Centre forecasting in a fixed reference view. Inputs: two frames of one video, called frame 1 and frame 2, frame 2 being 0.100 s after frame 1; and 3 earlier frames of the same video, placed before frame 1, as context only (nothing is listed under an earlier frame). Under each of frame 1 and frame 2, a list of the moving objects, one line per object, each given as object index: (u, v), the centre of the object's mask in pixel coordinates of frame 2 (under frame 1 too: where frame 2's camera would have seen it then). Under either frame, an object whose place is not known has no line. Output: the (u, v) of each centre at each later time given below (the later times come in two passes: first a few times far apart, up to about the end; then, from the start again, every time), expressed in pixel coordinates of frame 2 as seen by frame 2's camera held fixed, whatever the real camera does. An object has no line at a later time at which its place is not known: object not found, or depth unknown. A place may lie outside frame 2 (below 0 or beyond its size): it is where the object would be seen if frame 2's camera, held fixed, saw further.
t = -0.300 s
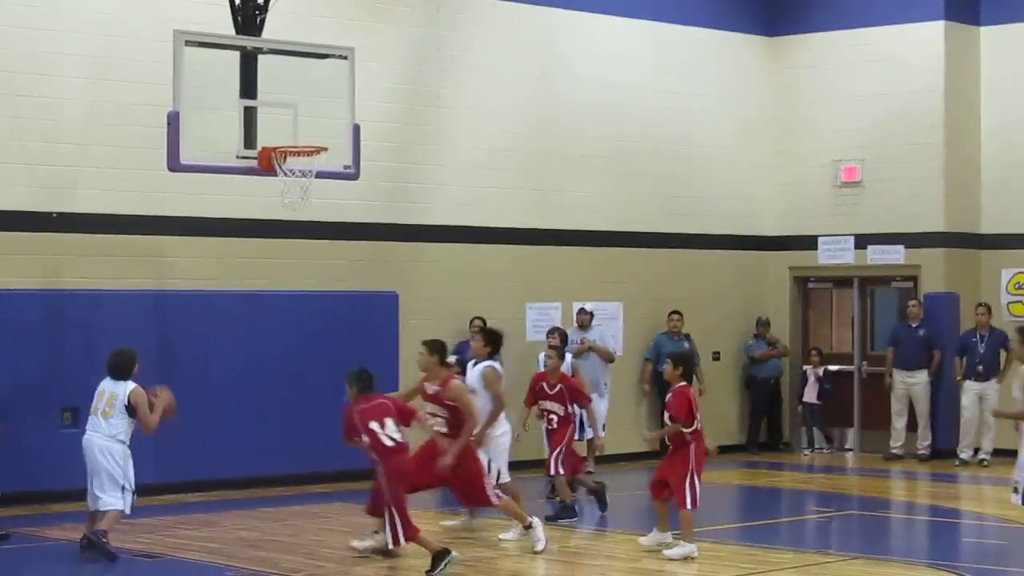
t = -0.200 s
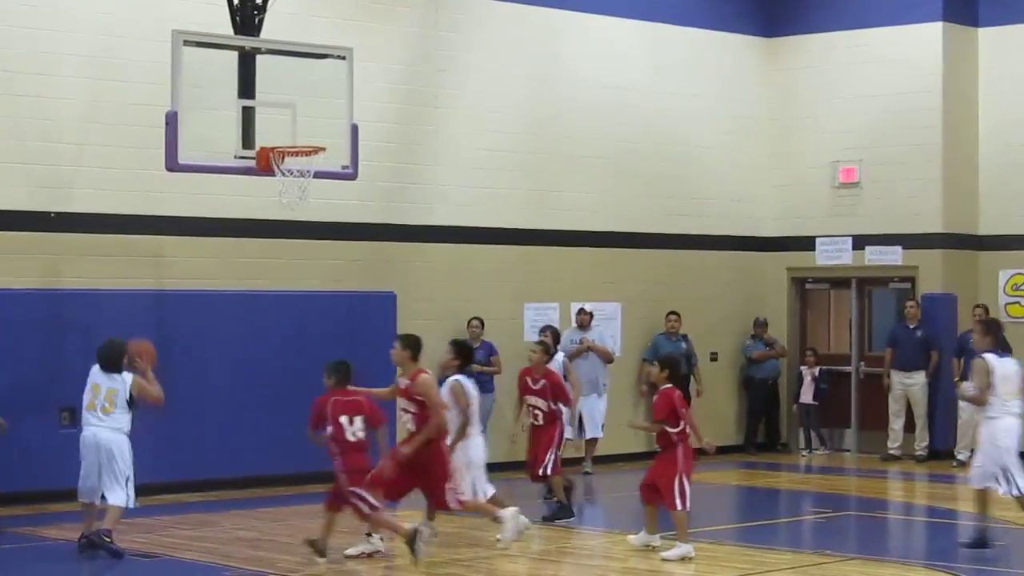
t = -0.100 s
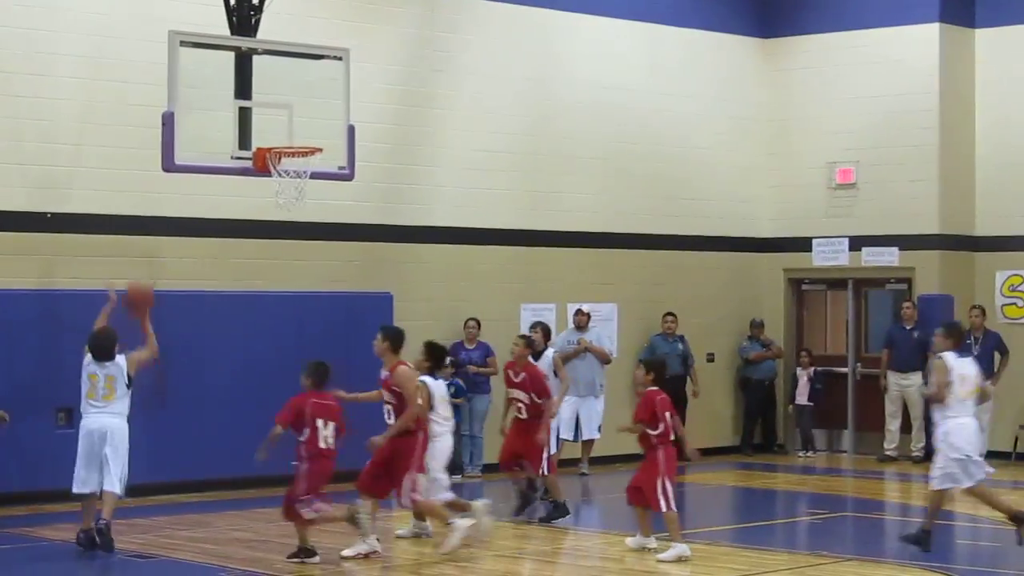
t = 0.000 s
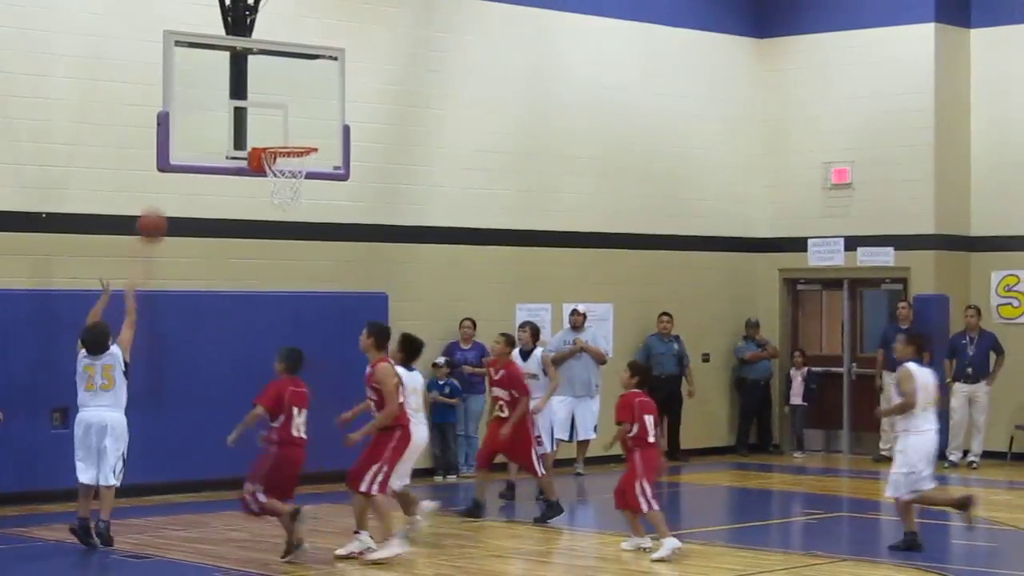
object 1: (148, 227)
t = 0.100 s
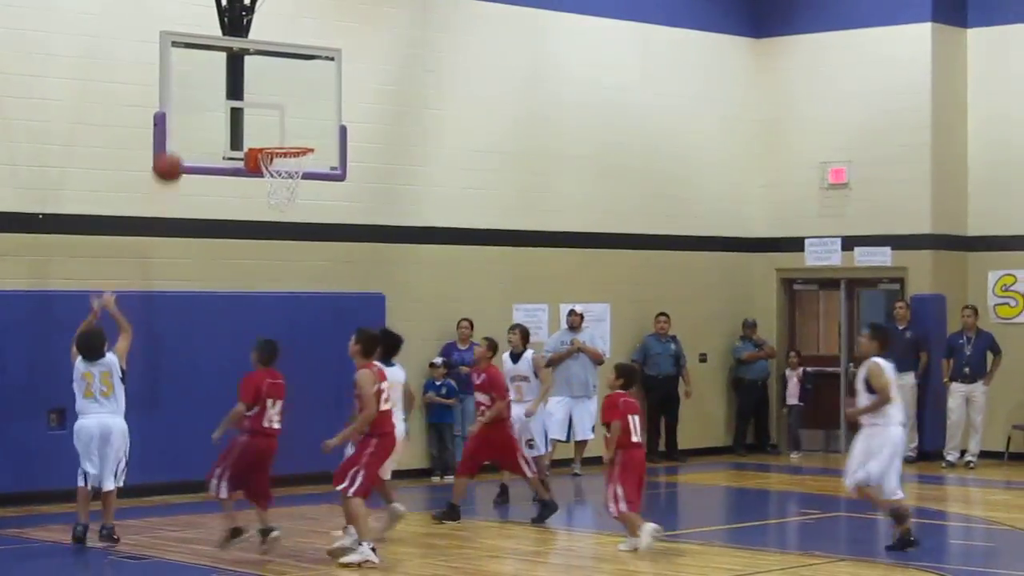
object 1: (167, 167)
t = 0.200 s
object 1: (186, 124)
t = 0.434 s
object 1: (232, 81)
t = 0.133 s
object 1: (175, 151)
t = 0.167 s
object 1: (181, 137)
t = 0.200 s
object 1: (186, 124)
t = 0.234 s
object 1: (192, 112)
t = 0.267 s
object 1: (198, 102)
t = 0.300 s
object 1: (204, 94)
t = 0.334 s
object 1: (210, 87)
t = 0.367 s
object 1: (216, 82)
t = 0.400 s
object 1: (224, 81)
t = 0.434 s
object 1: (232, 81)
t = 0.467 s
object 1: (239, 81)
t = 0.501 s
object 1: (246, 84)
